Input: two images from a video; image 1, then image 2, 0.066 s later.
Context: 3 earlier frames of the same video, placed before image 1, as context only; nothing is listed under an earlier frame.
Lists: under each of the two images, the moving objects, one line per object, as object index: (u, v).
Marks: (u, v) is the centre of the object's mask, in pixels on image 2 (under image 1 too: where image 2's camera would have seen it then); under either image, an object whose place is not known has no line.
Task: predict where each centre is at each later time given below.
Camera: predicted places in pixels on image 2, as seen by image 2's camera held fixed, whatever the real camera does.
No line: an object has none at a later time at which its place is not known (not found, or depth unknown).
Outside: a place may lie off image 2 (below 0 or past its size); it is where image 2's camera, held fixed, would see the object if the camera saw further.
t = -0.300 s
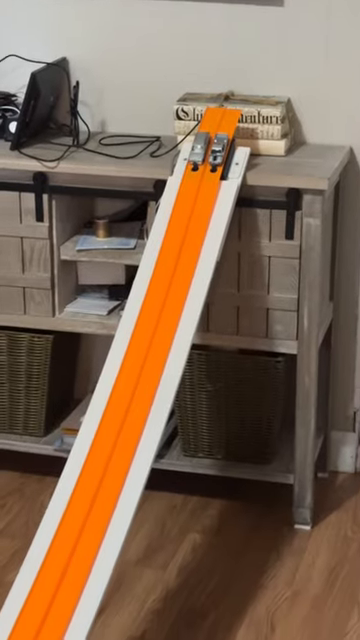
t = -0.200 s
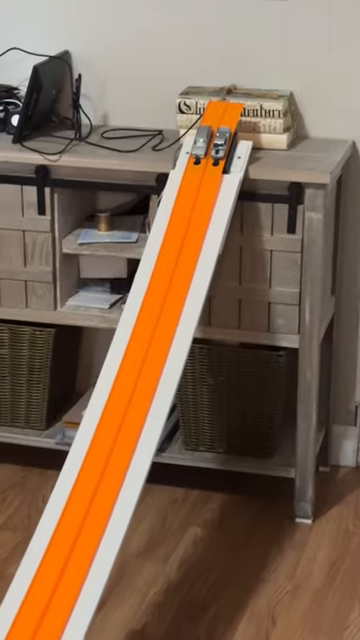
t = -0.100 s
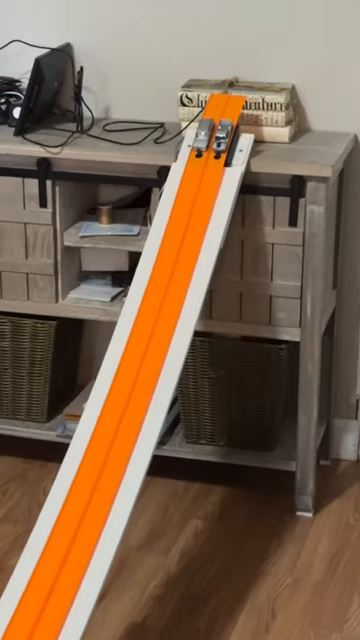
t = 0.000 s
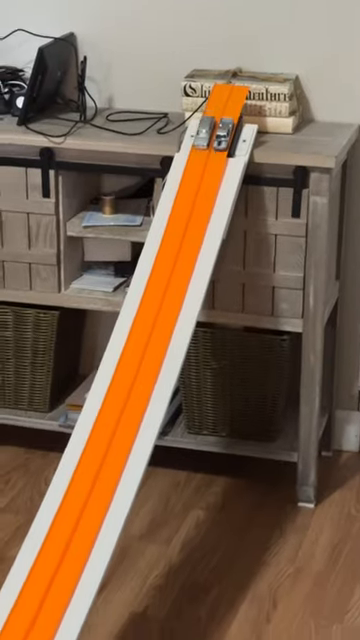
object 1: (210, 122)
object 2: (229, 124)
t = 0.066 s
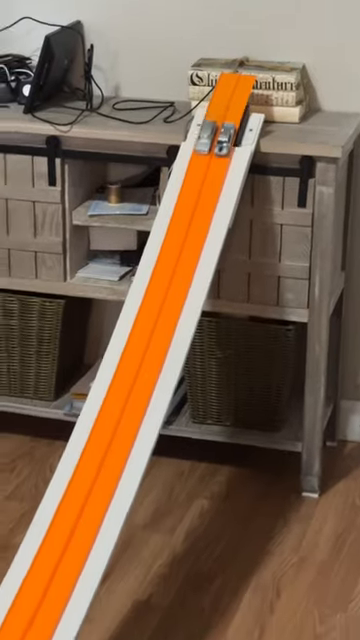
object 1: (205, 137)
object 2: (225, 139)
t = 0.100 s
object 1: (201, 149)
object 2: (220, 151)
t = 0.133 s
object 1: (197, 163)
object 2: (216, 166)
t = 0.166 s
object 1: (192, 180)
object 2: (211, 183)
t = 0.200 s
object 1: (185, 199)
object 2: (205, 203)
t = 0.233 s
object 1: (178, 222)
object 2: (197, 226)
